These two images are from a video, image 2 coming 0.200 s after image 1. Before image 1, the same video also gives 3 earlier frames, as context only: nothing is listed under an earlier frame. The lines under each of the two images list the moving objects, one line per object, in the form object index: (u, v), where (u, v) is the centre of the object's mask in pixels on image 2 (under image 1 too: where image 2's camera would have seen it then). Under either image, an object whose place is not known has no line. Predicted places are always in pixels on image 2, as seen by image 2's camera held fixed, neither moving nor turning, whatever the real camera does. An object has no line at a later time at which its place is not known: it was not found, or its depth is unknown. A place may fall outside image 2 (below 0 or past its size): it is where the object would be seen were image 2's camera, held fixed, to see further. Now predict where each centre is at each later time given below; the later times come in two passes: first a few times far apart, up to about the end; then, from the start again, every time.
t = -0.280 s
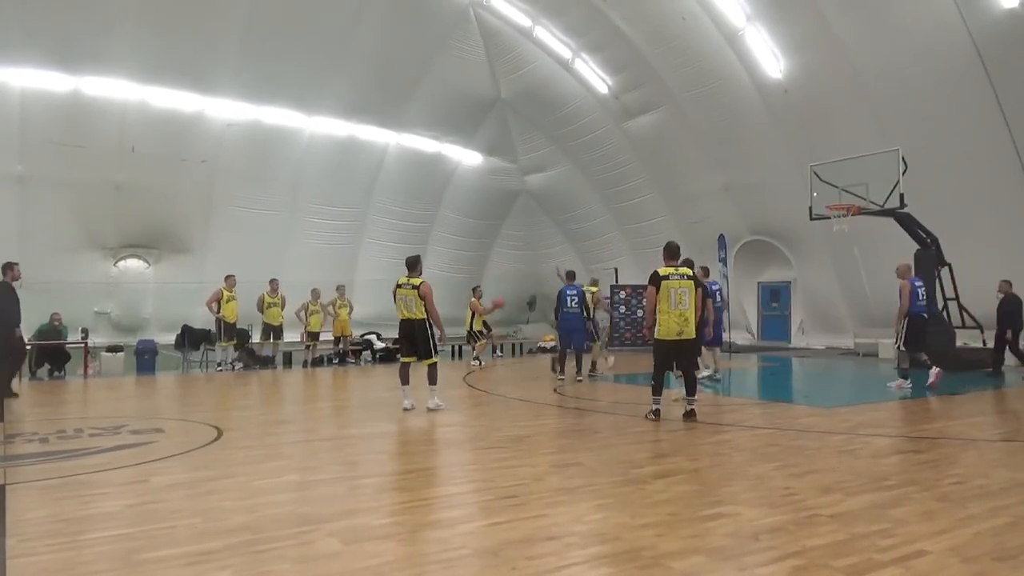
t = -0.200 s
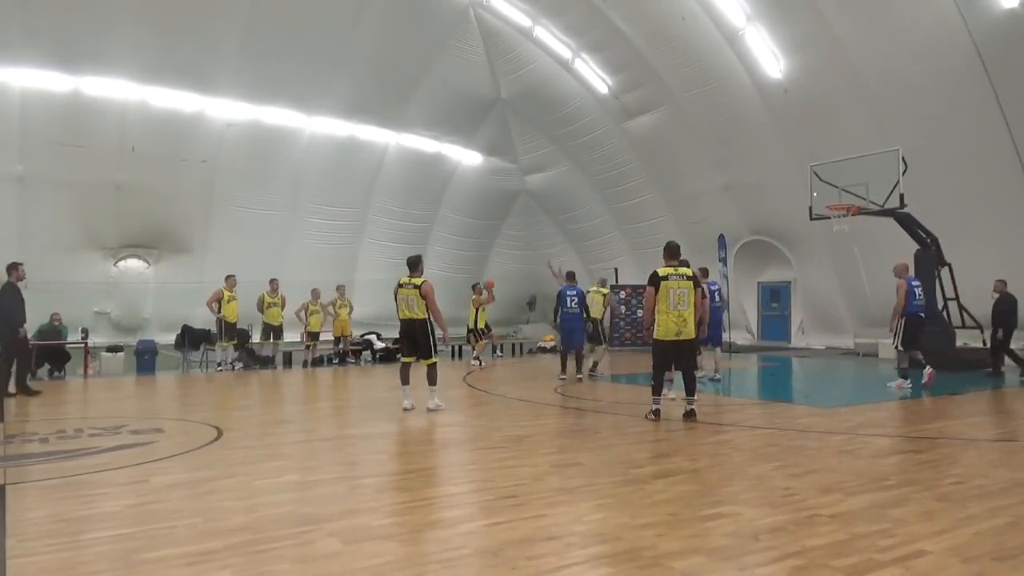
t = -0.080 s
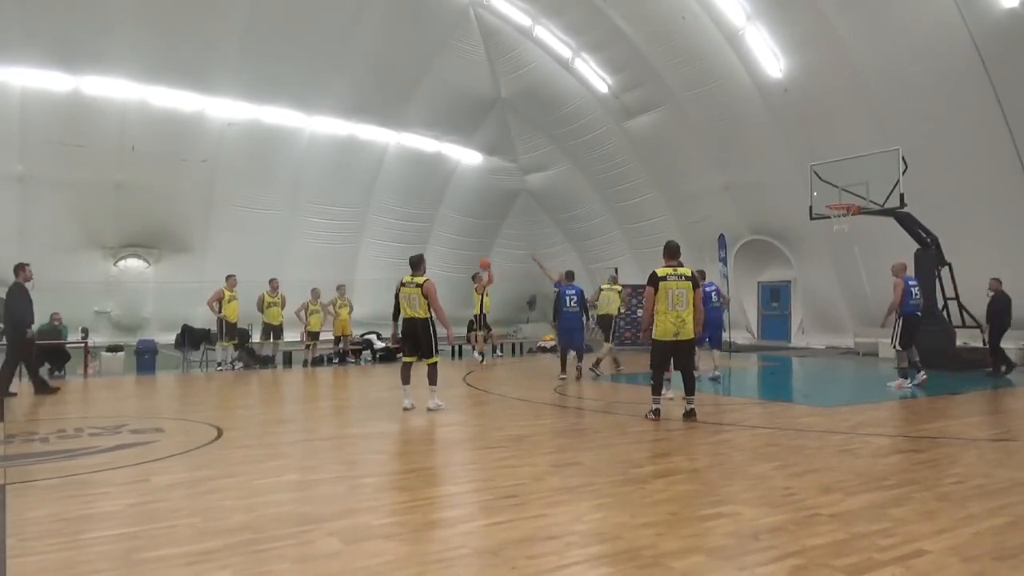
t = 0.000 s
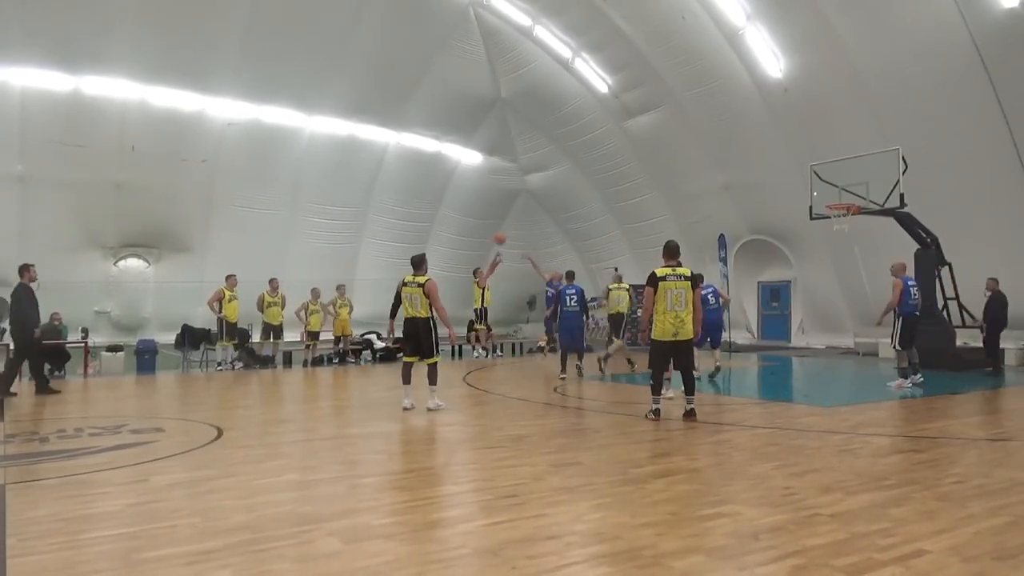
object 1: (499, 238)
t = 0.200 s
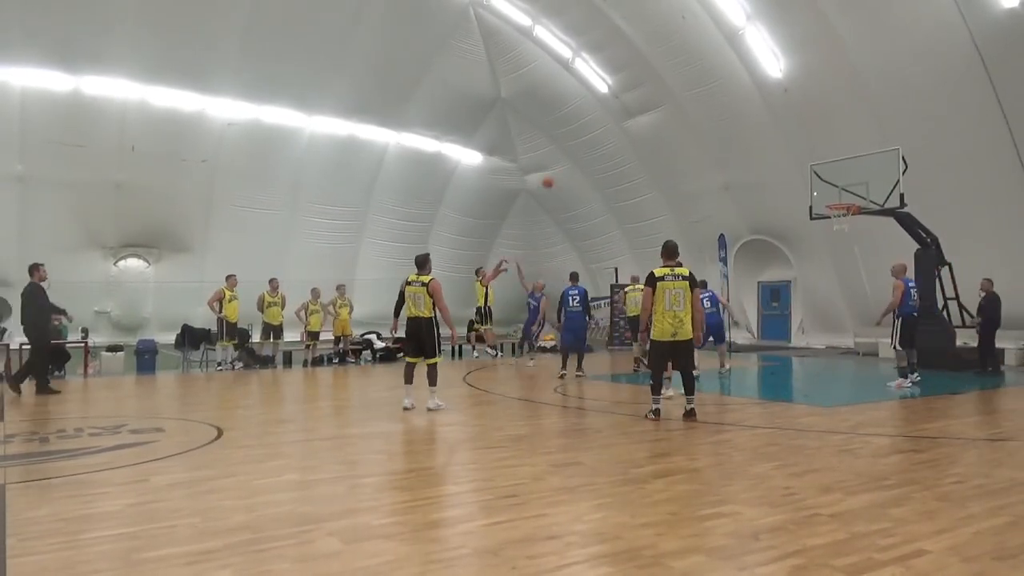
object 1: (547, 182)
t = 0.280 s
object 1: (567, 164)
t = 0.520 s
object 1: (628, 127)
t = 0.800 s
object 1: (703, 119)
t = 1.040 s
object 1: (771, 144)
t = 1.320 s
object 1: (847, 213)
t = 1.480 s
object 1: (835, 246)
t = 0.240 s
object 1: (557, 173)
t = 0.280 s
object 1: (567, 164)
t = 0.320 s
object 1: (577, 157)
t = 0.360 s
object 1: (587, 149)
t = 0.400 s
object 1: (597, 143)
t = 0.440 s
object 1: (607, 136)
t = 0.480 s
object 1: (618, 132)
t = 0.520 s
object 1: (628, 127)
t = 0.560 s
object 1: (638, 124)
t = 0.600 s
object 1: (649, 121)
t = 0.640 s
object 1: (659, 120)
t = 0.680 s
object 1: (671, 118)
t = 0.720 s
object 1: (681, 118)
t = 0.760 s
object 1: (692, 118)
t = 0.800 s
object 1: (703, 119)
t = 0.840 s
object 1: (714, 122)
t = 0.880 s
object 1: (726, 124)
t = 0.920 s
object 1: (736, 128)
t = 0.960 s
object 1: (748, 132)
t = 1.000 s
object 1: (759, 138)
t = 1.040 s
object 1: (771, 144)
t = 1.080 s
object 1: (782, 152)
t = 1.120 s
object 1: (794, 160)
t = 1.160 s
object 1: (806, 169)
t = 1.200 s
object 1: (818, 179)
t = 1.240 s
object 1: (830, 190)
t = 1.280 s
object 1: (843, 199)
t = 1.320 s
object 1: (847, 213)
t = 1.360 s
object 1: (844, 221)
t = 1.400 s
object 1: (841, 228)
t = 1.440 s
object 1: (838, 237)
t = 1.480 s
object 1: (835, 246)
